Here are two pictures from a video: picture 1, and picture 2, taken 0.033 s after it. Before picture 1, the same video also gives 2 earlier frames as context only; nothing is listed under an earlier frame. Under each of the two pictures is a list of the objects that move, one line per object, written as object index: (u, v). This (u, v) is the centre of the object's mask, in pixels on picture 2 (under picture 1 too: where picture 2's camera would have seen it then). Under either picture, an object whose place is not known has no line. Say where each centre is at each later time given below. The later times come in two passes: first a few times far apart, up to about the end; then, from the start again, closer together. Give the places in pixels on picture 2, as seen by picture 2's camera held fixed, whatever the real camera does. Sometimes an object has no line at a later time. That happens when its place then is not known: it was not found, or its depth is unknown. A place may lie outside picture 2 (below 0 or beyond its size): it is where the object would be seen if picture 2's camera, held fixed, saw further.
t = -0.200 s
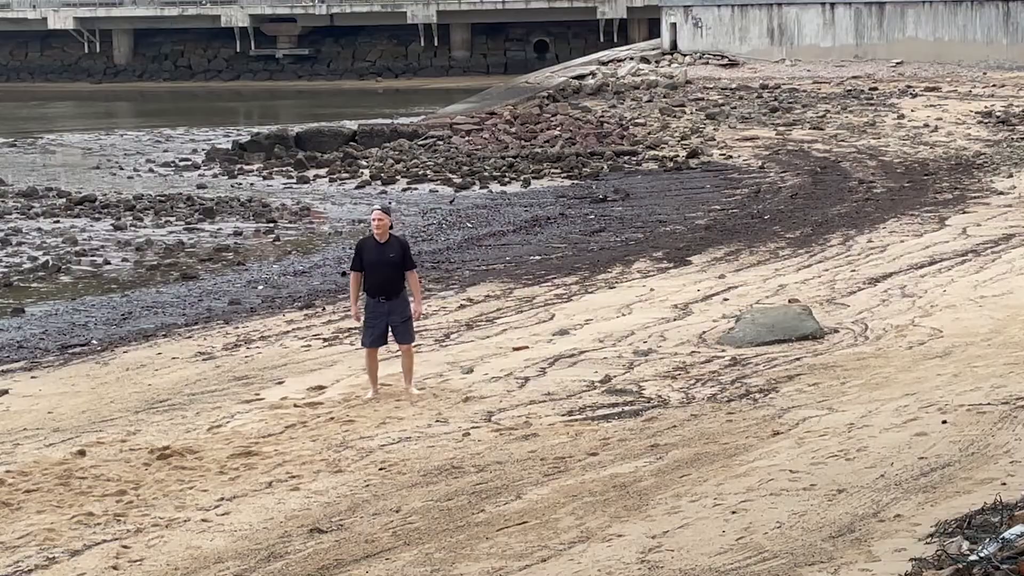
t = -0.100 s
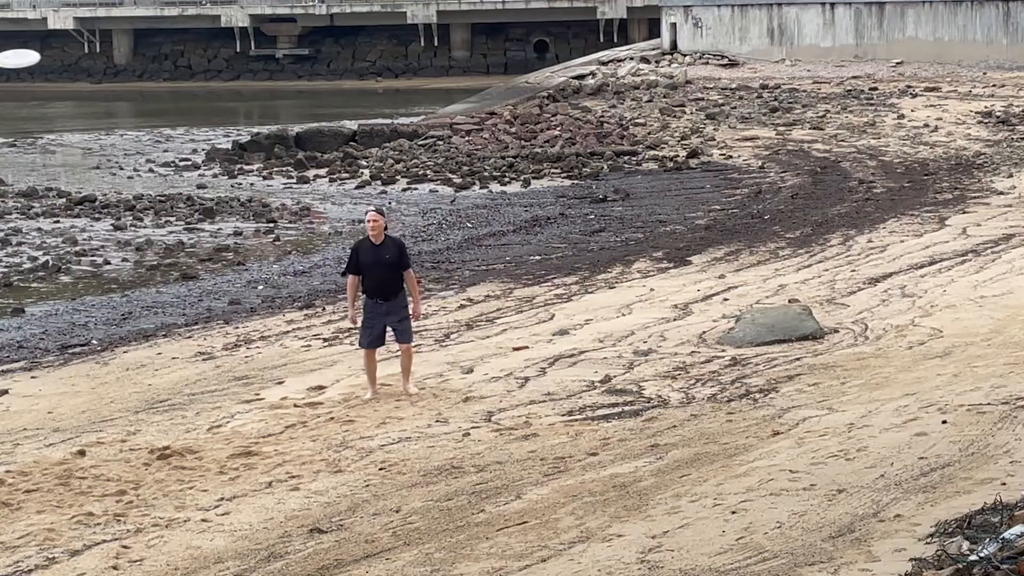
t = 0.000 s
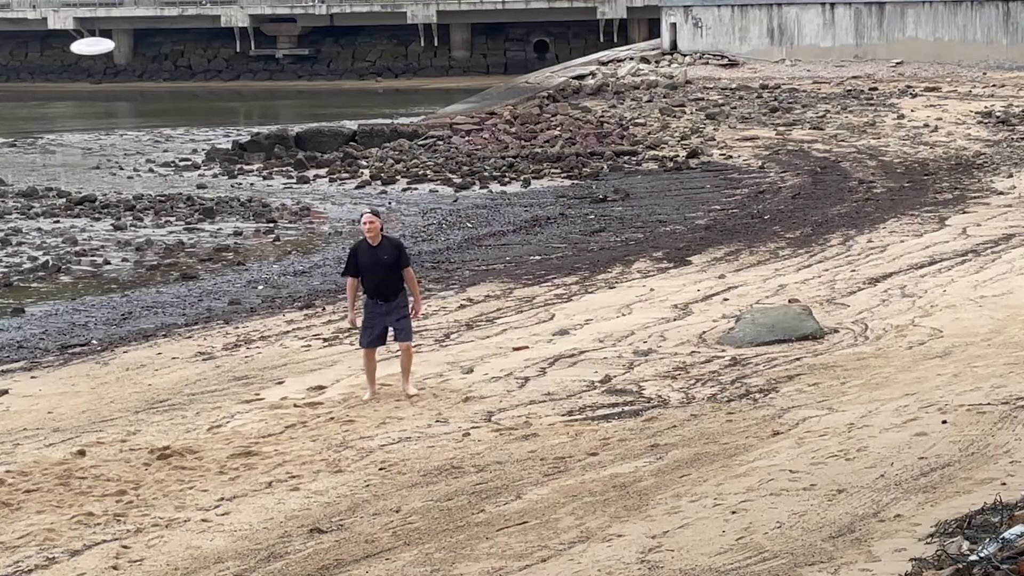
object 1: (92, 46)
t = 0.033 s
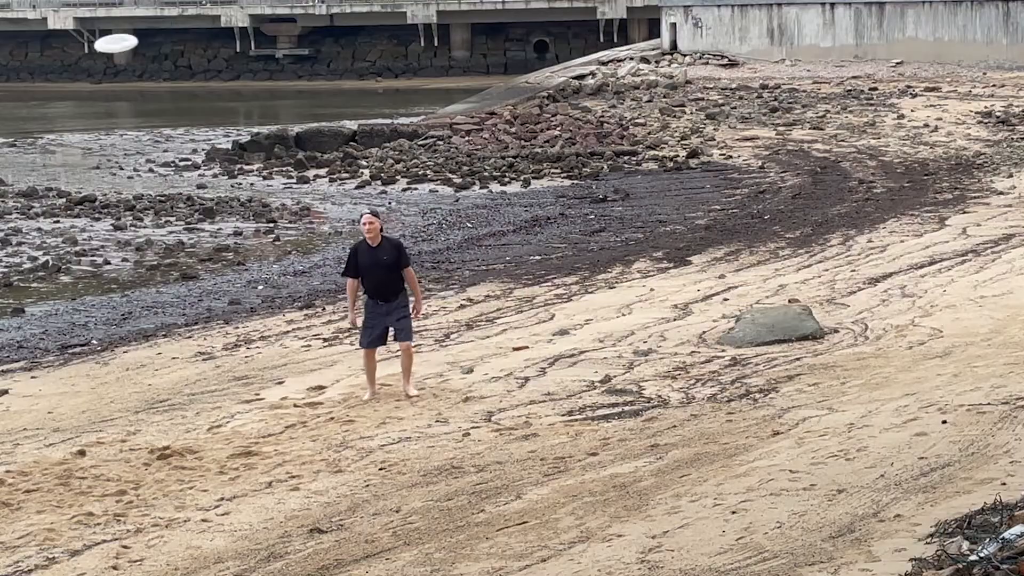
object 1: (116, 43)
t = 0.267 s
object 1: (259, 39)
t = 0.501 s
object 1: (373, 51)
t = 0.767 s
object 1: (480, 83)
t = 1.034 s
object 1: (567, 125)
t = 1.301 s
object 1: (637, 171)
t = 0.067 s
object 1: (138, 41)
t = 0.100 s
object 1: (159, 39)
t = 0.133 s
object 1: (180, 38)
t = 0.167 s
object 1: (201, 38)
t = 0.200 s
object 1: (220, 38)
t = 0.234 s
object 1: (240, 38)
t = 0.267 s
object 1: (259, 39)
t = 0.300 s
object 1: (276, 40)
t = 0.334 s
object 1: (293, 42)
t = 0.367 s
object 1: (310, 43)
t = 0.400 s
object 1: (327, 44)
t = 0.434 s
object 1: (343, 46)
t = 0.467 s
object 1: (358, 48)
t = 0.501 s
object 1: (373, 51)
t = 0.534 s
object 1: (387, 54)
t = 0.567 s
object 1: (402, 57)
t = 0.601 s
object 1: (415, 61)
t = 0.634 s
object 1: (429, 65)
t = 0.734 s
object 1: (468, 78)
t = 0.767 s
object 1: (480, 83)
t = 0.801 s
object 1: (492, 88)
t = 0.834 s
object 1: (503, 93)
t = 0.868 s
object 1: (515, 98)
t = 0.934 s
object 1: (537, 108)
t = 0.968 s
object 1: (547, 114)
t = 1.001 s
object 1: (557, 119)
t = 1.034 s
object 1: (567, 125)
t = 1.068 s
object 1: (577, 130)
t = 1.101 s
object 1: (587, 136)
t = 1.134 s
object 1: (596, 141)
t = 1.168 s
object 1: (604, 147)
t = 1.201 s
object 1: (613, 152)
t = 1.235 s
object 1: (620, 159)
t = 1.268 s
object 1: (629, 165)
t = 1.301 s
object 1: (637, 171)
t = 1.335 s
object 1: (644, 178)
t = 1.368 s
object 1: (650, 186)
